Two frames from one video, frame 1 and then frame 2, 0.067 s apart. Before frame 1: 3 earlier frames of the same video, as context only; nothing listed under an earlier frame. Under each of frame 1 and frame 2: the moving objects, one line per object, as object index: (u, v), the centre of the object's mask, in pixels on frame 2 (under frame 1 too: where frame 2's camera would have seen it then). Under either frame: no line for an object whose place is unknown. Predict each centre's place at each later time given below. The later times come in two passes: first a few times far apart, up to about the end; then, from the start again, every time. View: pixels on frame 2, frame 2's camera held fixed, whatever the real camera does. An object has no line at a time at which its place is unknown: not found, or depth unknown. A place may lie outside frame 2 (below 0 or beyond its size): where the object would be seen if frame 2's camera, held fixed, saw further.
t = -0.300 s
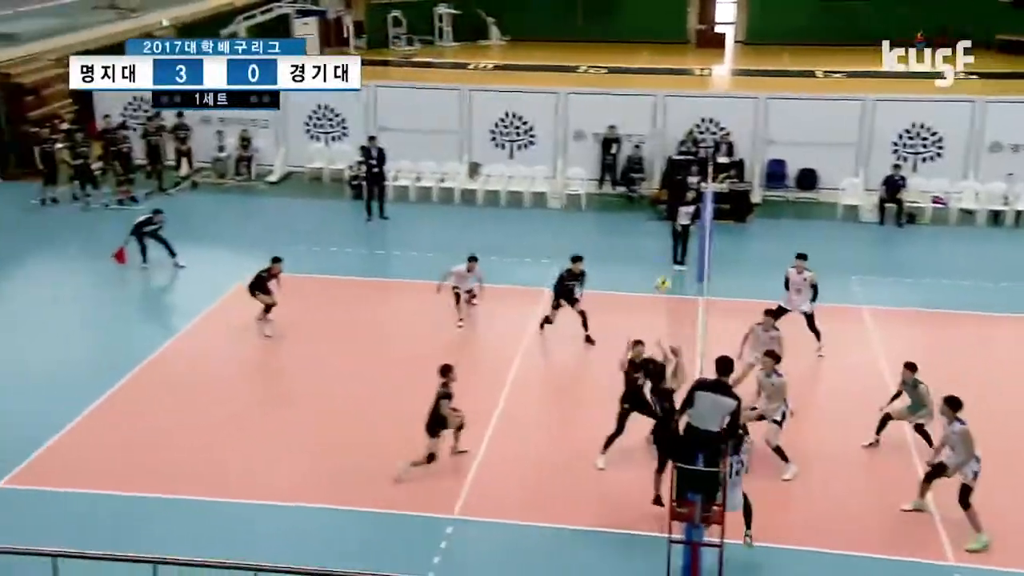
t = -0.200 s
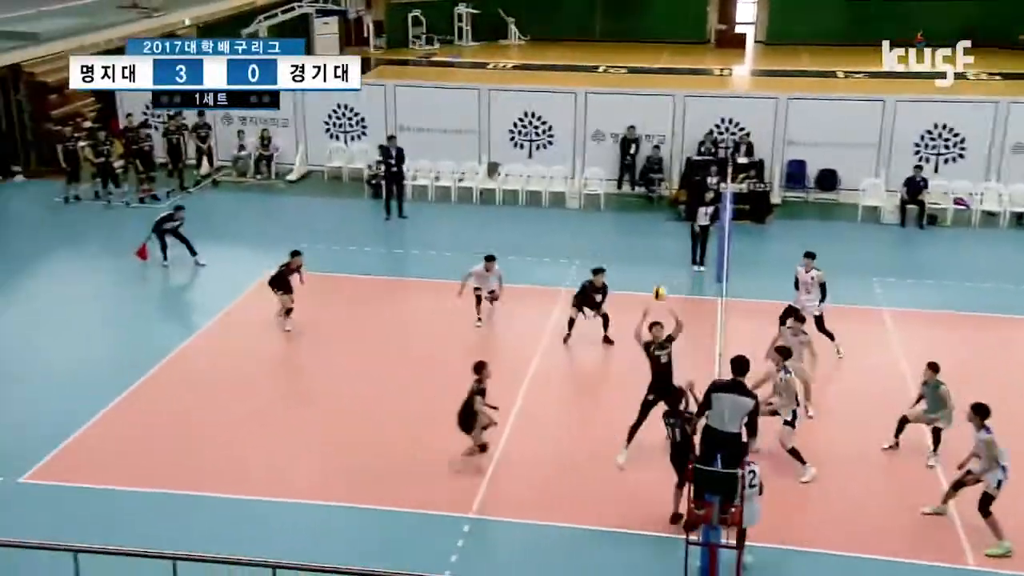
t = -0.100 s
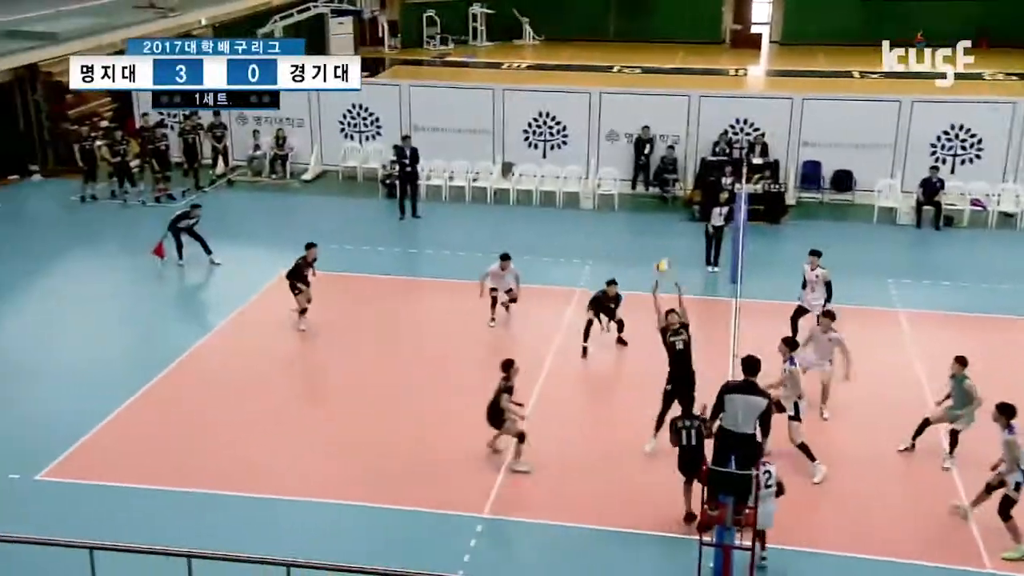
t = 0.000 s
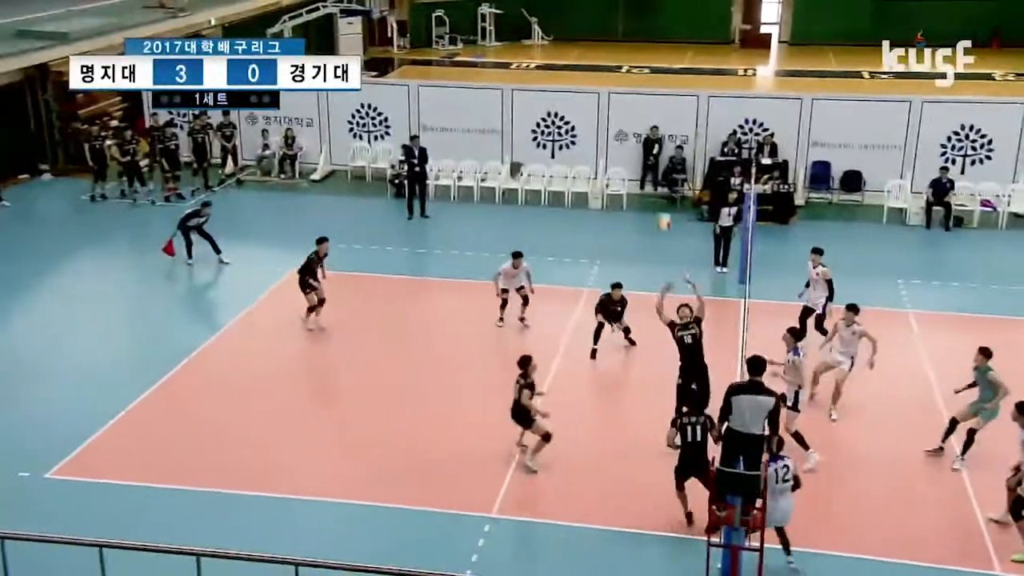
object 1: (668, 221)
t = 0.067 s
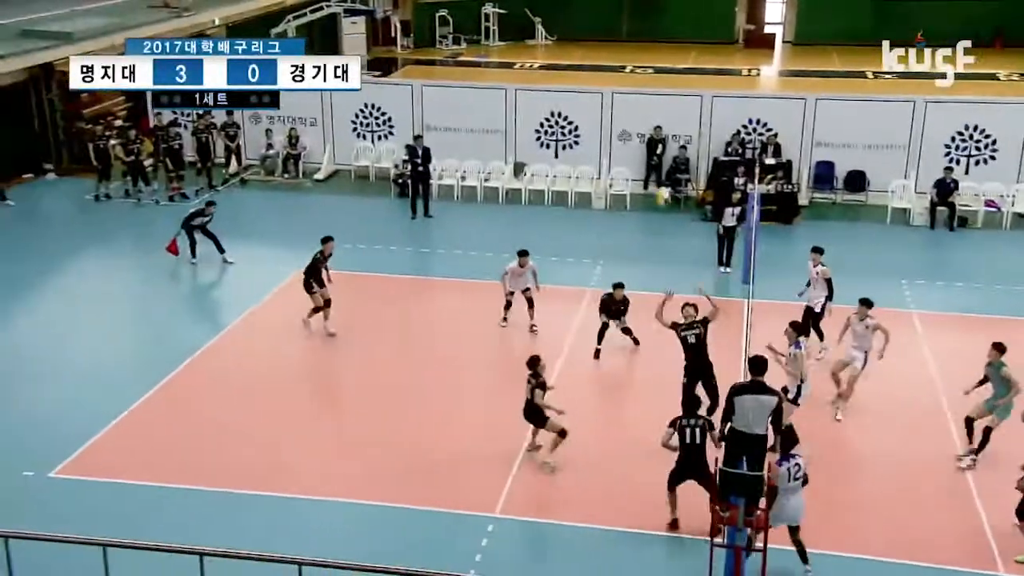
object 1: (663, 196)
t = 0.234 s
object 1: (649, 145)
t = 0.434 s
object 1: (634, 112)
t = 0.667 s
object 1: (613, 110)
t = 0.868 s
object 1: (593, 141)
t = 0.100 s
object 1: (660, 182)
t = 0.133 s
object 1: (657, 172)
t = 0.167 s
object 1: (654, 162)
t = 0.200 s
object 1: (652, 154)
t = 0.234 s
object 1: (649, 145)
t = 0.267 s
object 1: (647, 138)
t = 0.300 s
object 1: (643, 132)
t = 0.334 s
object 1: (640, 122)
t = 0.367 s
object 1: (639, 120)
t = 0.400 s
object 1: (636, 116)
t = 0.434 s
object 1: (634, 112)
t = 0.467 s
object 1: (630, 110)
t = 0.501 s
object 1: (627, 109)
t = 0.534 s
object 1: (625, 109)
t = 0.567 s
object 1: (622, 109)
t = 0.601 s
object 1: (619, 109)
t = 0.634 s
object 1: (616, 109)
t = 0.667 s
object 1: (613, 110)
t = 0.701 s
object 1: (609, 113)
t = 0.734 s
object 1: (607, 117)
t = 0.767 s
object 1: (602, 121)
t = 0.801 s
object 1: (600, 127)
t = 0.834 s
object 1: (596, 134)
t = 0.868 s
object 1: (593, 141)
